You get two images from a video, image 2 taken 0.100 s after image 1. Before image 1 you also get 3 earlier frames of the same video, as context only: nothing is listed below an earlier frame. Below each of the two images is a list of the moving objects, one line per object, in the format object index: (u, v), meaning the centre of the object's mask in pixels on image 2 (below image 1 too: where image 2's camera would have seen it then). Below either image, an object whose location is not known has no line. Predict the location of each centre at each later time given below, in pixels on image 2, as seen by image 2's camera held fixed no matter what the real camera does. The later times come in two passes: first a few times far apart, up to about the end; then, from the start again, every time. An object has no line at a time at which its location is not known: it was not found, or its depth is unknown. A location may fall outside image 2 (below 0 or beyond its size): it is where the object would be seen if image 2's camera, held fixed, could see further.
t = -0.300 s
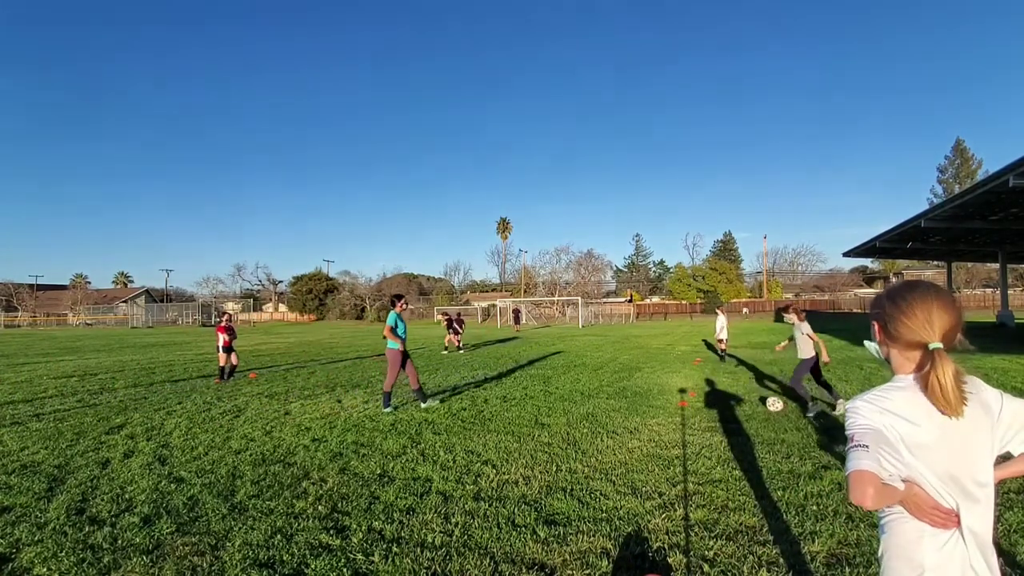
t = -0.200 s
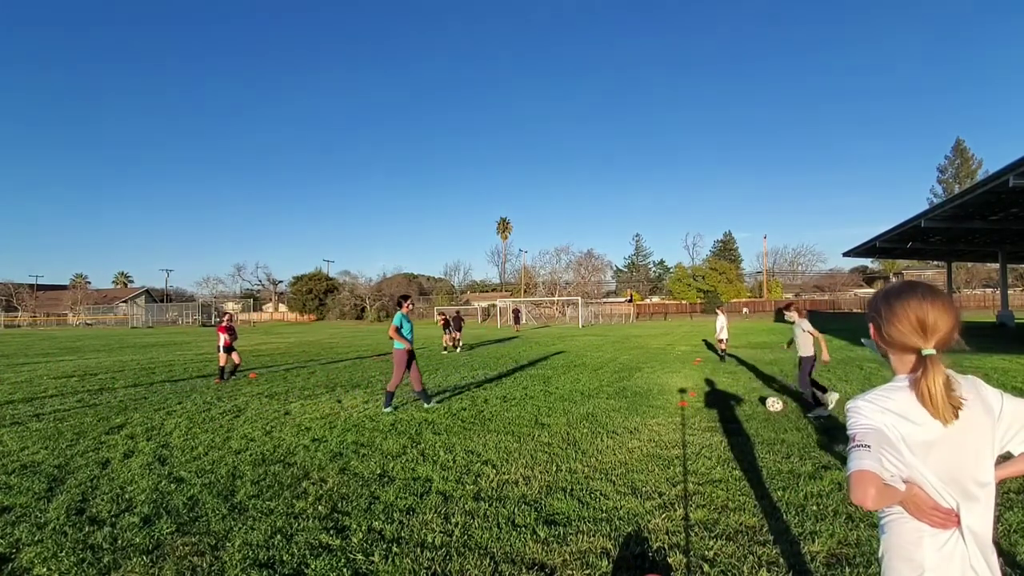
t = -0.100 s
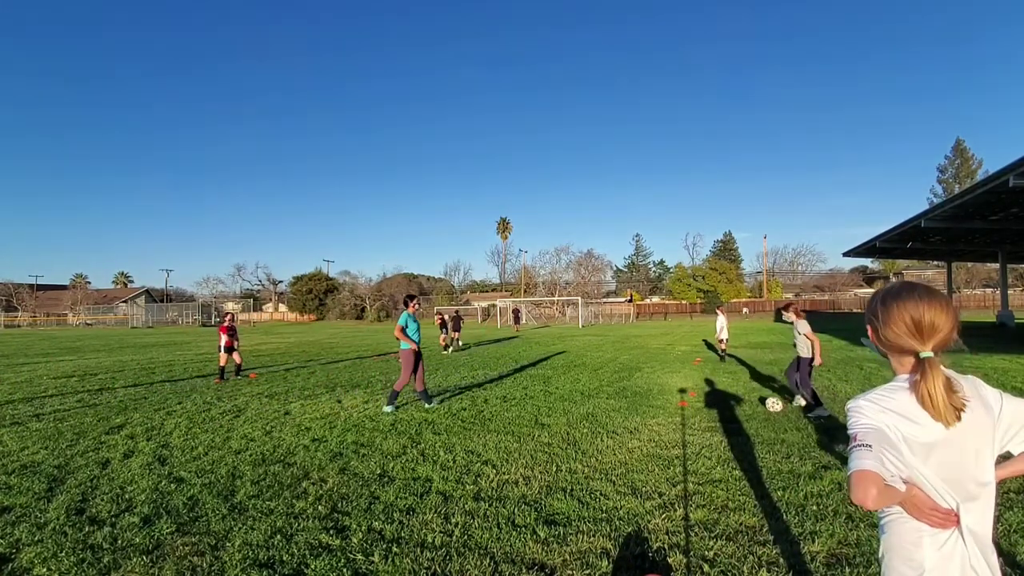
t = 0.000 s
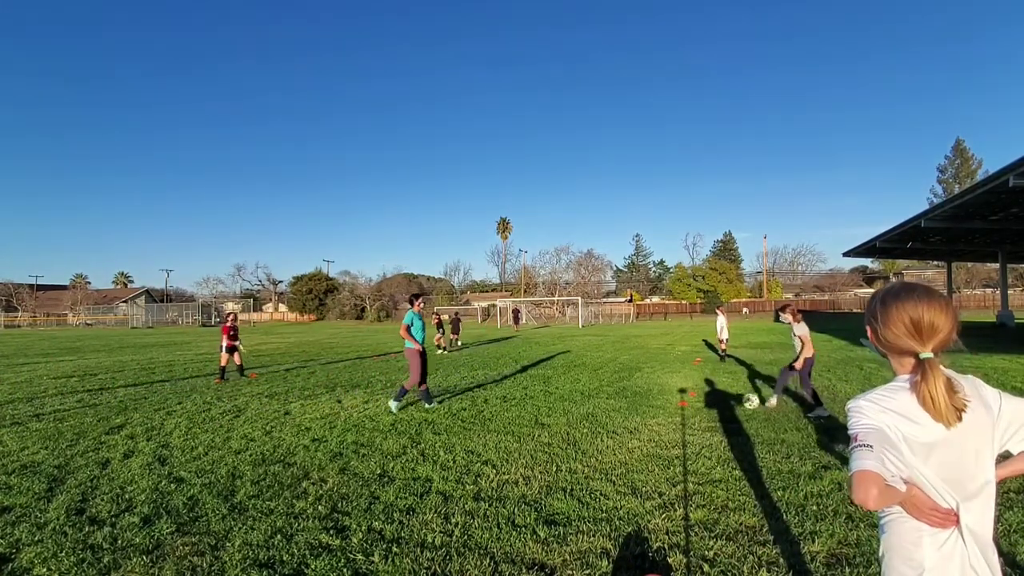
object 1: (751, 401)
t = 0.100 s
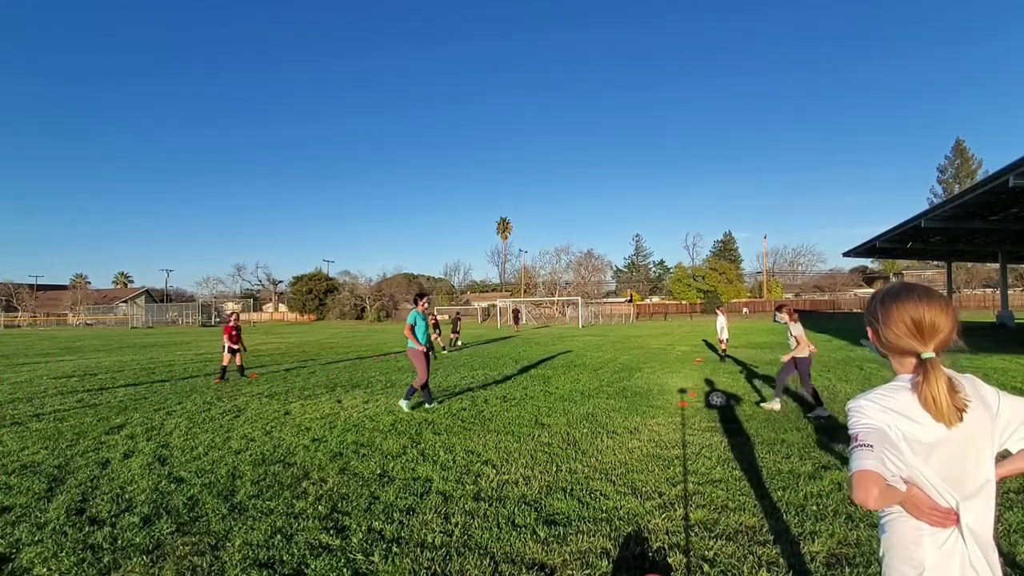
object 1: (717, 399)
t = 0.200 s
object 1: (684, 405)
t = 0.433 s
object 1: (626, 403)
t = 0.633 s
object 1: (582, 401)
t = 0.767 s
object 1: (555, 403)
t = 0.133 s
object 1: (706, 400)
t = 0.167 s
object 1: (695, 402)
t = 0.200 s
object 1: (684, 405)
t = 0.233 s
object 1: (675, 405)
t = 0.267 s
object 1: (666, 403)
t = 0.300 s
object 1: (658, 401)
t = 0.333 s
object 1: (650, 400)
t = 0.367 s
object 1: (642, 401)
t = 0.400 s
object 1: (634, 401)
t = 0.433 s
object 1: (626, 403)
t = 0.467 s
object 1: (618, 405)
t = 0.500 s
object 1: (611, 403)
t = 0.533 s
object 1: (604, 401)
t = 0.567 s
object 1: (597, 400)
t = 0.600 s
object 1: (590, 400)
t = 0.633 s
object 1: (582, 401)
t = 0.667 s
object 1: (576, 402)
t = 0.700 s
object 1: (569, 404)
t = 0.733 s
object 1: (562, 404)
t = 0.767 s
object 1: (555, 403)
